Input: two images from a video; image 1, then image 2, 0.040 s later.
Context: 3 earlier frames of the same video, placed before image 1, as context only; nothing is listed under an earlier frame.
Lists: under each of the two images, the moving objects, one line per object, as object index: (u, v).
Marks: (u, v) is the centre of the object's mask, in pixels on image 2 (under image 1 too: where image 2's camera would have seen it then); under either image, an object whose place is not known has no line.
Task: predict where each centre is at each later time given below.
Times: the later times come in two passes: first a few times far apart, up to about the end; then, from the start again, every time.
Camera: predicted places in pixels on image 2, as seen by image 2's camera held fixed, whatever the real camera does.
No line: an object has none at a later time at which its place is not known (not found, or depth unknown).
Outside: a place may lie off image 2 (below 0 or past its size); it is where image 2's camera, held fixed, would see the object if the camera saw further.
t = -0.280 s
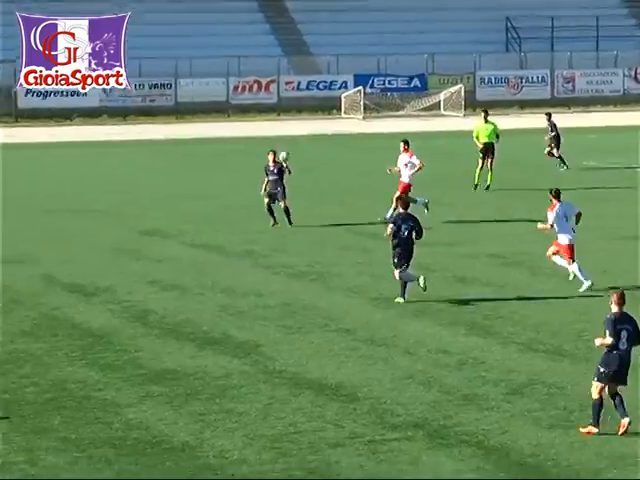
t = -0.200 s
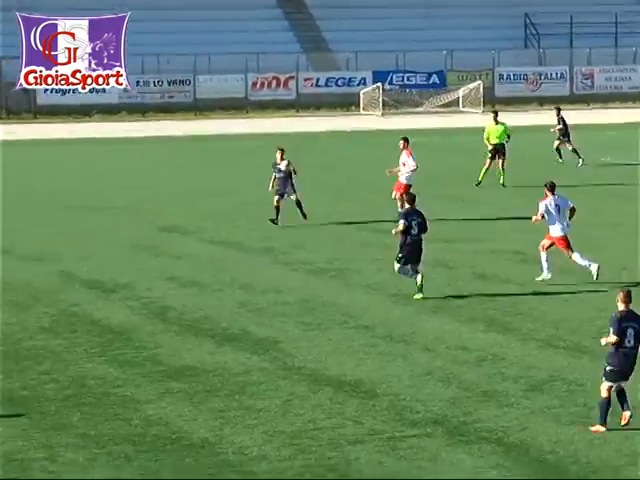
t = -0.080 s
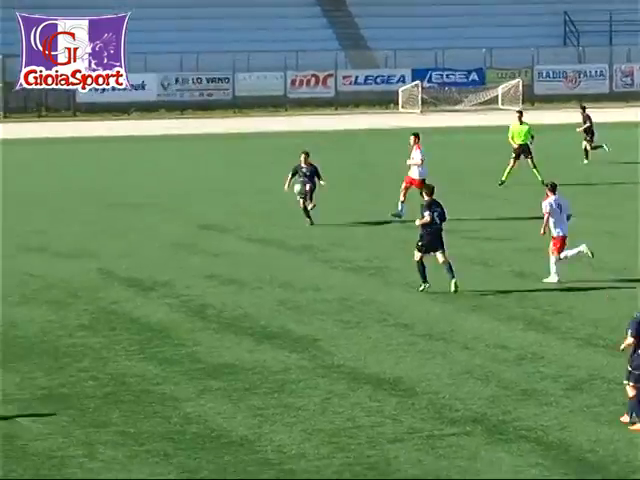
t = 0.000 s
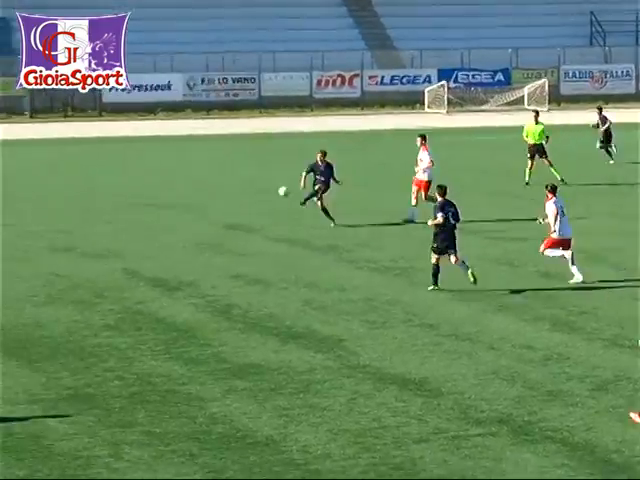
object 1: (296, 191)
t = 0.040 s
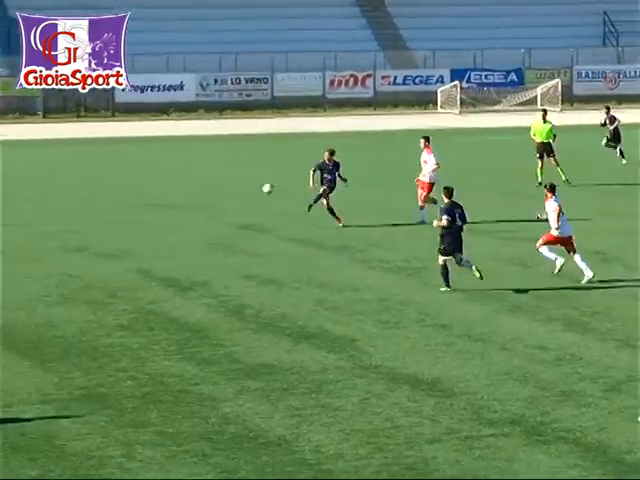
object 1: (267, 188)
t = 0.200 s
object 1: (156, 185)
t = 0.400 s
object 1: (20, 203)
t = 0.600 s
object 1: (-102, 222)
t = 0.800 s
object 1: (-192, 207)
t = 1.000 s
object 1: (-286, 218)
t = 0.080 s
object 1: (239, 186)
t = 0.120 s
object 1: (212, 185)
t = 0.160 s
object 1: (183, 185)
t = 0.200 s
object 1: (156, 185)
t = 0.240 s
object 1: (129, 187)
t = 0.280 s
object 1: (102, 189)
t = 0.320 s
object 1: (74, 193)
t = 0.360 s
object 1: (47, 197)
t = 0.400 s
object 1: (20, 203)
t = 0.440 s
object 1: (-7, 210)
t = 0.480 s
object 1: (-33, 217)
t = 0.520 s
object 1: (-60, 226)
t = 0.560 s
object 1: (-83, 227)
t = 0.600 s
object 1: (-102, 222)
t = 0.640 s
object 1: (-119, 216)
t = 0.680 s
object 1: (-137, 213)
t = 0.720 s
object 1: (-155, 210)
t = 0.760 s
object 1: (-173, 209)
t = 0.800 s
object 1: (-192, 207)
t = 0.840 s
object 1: (-211, 208)
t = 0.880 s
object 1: (-230, 208)
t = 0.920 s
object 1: (-248, 211)
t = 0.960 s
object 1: (-268, 213)
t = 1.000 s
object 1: (-286, 218)
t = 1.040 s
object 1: (-306, 223)
